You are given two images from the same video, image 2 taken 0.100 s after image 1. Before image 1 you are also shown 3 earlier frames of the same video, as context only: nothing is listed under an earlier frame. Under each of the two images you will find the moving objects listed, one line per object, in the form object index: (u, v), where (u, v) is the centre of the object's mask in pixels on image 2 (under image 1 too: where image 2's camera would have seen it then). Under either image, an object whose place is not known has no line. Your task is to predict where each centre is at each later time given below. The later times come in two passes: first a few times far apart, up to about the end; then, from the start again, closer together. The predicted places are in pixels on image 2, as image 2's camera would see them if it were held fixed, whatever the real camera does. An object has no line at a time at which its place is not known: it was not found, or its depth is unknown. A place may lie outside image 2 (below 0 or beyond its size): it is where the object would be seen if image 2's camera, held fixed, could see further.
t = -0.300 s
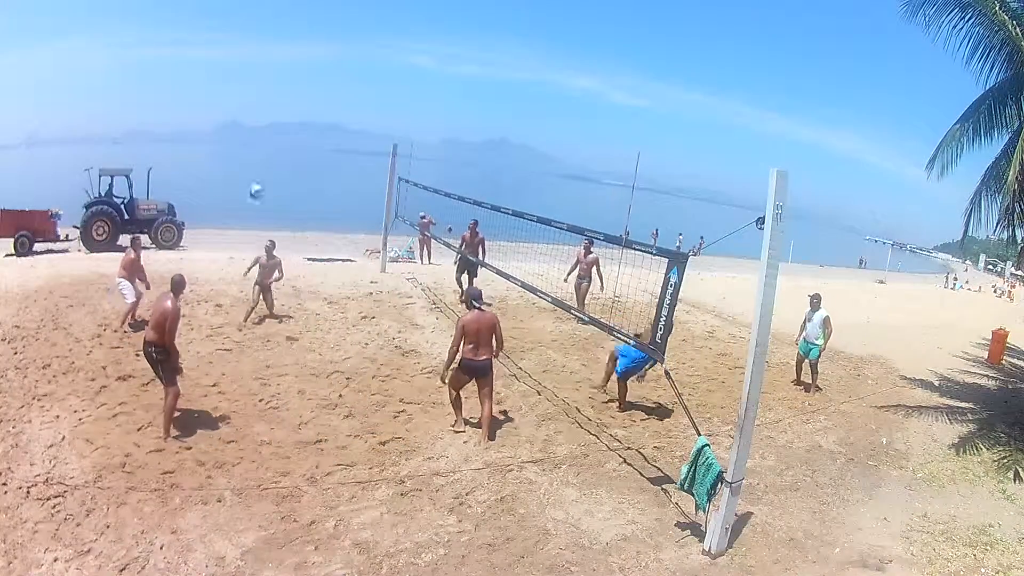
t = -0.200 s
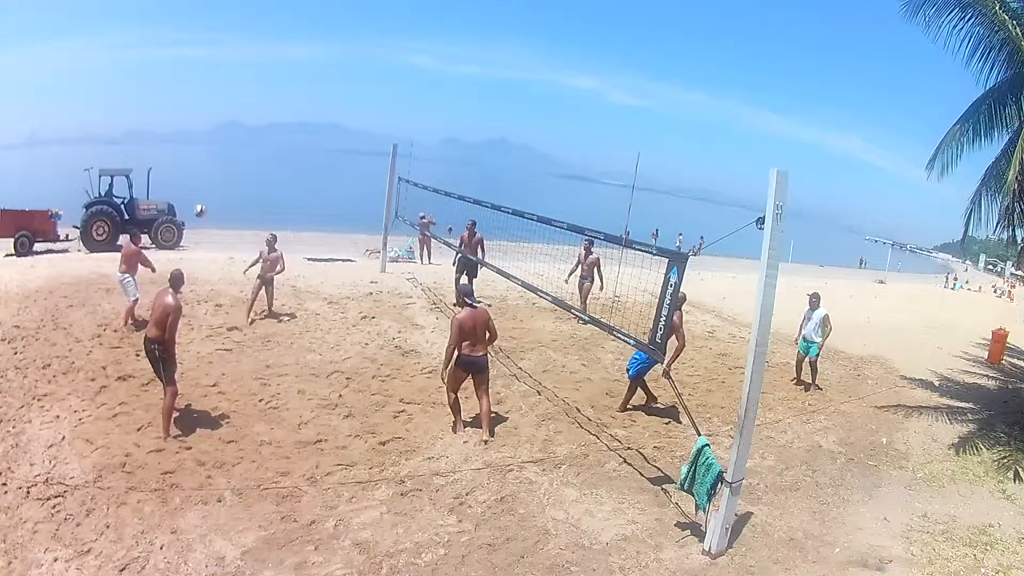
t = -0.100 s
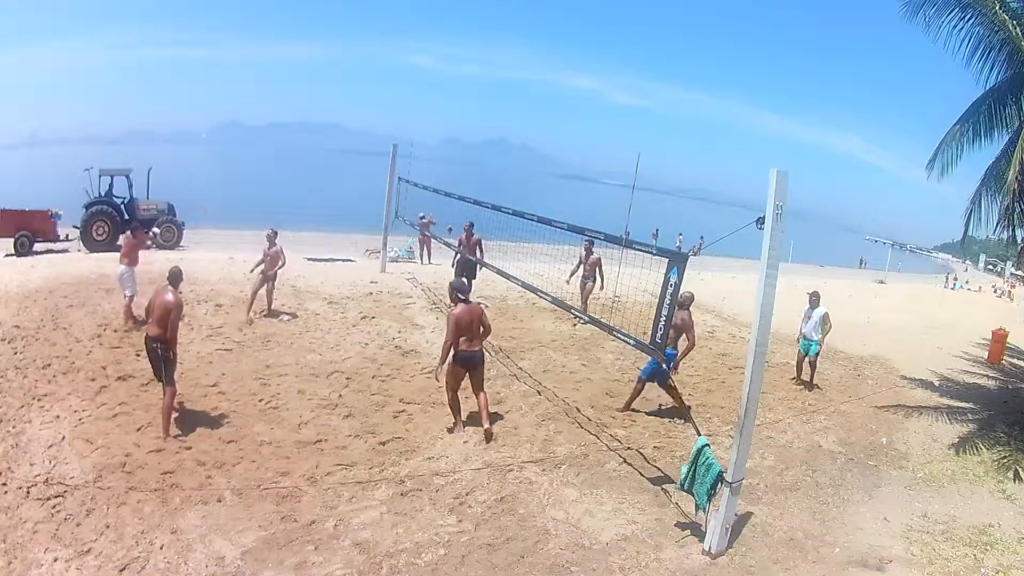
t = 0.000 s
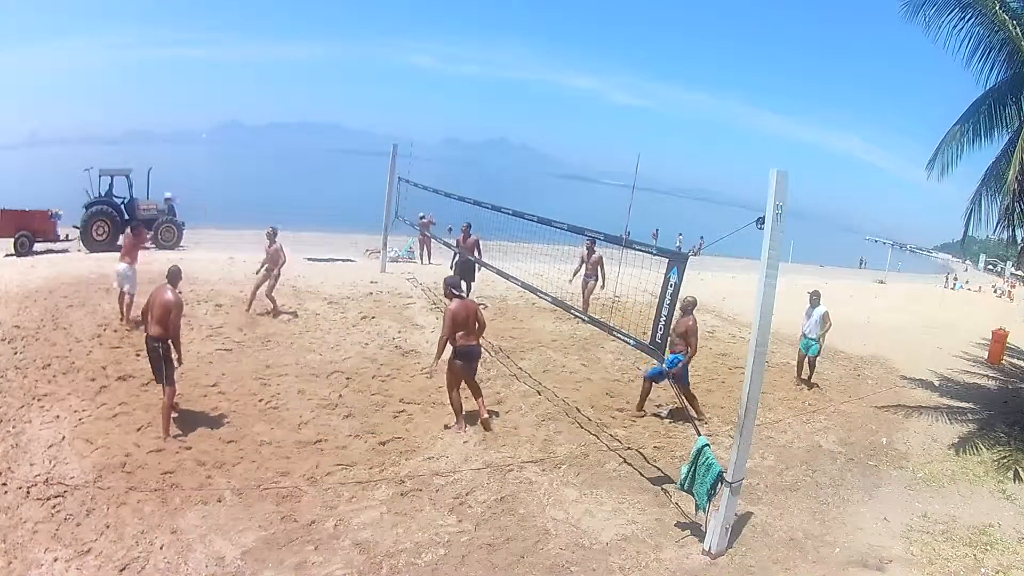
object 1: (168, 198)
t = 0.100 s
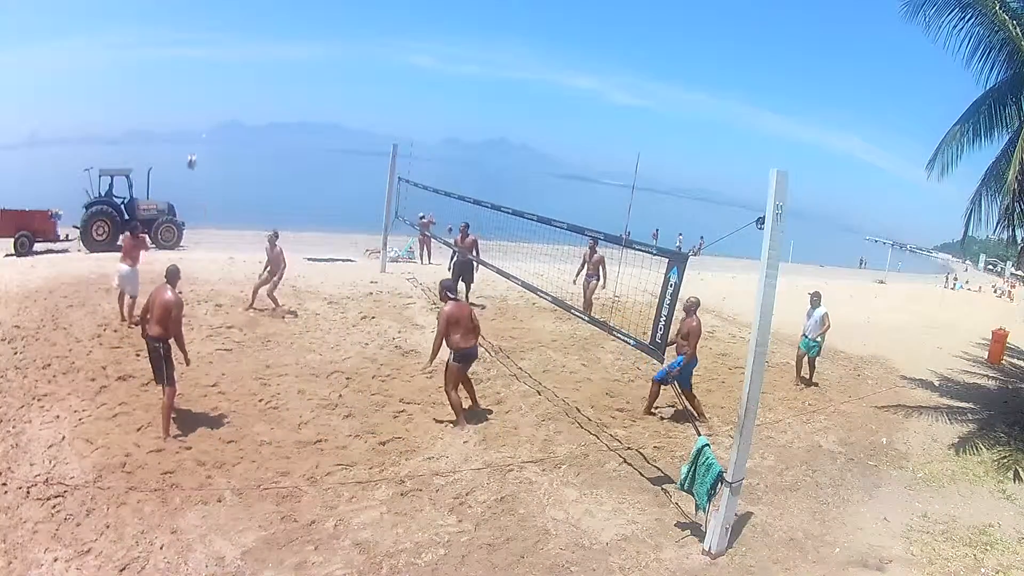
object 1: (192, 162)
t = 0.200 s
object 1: (214, 131)
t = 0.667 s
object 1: (336, 66)
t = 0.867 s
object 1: (391, 84)
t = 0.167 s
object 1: (206, 141)
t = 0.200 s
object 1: (214, 131)
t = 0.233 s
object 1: (224, 121)
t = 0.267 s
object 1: (231, 113)
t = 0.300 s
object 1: (238, 106)
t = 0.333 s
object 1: (247, 99)
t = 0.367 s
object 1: (256, 94)
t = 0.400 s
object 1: (264, 85)
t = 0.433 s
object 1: (273, 81)
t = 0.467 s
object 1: (282, 76)
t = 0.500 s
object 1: (291, 73)
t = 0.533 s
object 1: (301, 69)
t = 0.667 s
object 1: (336, 66)
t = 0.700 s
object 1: (345, 66)
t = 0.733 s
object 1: (354, 68)
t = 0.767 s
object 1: (363, 70)
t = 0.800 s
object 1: (373, 75)
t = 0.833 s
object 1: (382, 79)
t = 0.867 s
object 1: (391, 84)
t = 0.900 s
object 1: (401, 91)
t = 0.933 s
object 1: (410, 98)
